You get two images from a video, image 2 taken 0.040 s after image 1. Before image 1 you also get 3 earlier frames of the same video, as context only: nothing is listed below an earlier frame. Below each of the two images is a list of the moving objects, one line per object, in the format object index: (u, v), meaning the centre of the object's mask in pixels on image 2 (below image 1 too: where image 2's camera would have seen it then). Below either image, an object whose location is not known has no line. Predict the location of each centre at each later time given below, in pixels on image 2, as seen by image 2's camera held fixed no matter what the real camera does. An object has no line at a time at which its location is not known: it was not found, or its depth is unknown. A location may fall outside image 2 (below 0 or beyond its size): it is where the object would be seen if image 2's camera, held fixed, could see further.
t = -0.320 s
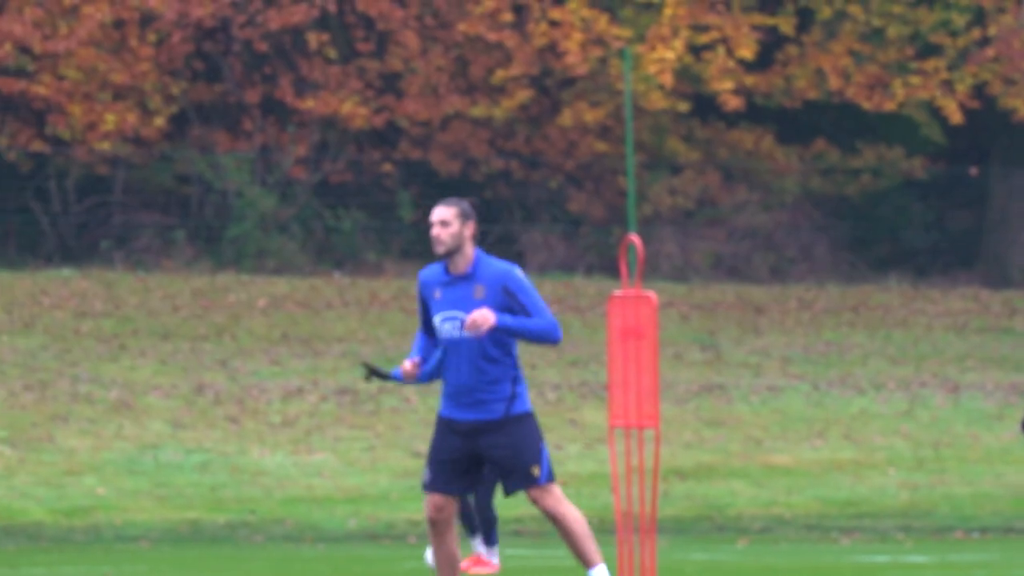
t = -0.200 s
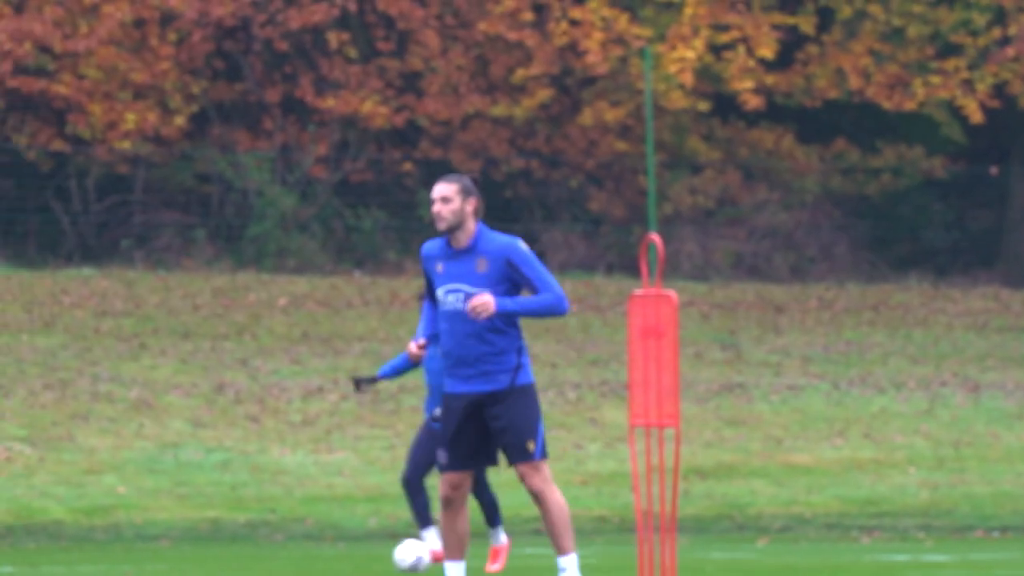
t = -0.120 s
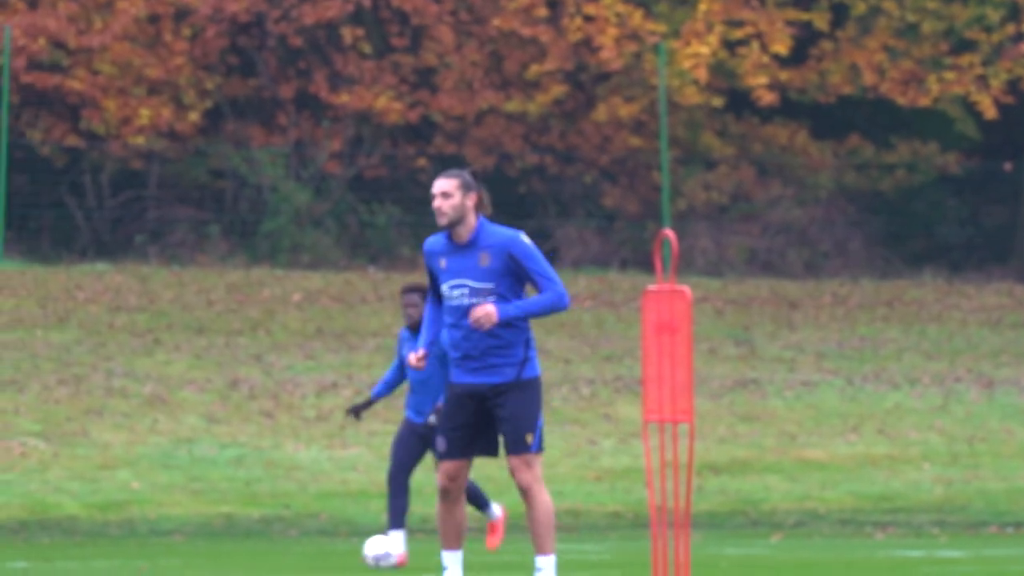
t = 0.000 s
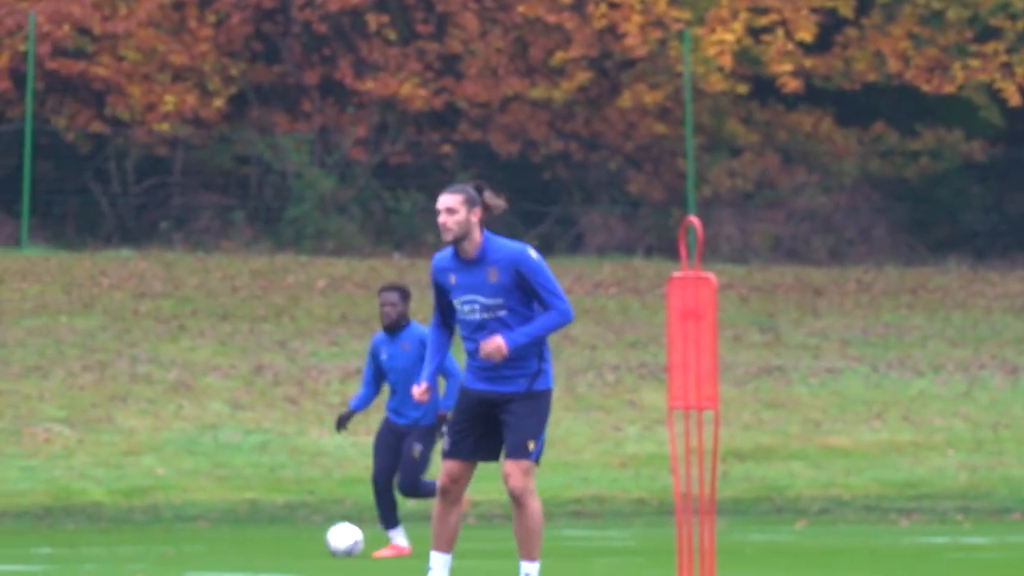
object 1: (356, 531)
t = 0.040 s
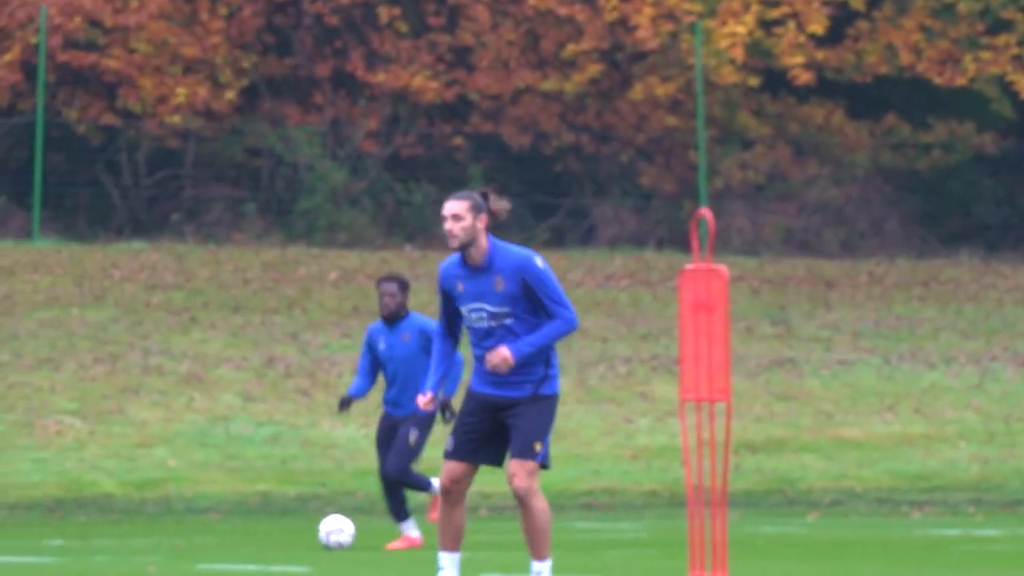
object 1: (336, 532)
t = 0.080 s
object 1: (318, 533)
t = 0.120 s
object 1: (299, 535)
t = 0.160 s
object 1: (281, 535)
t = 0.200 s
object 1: (263, 536)
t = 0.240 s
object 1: (245, 538)
